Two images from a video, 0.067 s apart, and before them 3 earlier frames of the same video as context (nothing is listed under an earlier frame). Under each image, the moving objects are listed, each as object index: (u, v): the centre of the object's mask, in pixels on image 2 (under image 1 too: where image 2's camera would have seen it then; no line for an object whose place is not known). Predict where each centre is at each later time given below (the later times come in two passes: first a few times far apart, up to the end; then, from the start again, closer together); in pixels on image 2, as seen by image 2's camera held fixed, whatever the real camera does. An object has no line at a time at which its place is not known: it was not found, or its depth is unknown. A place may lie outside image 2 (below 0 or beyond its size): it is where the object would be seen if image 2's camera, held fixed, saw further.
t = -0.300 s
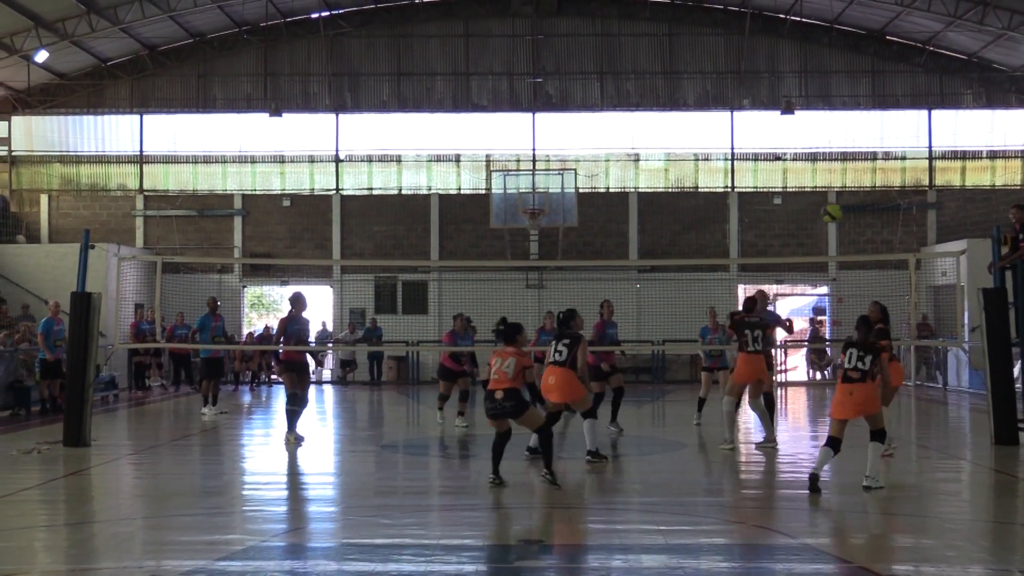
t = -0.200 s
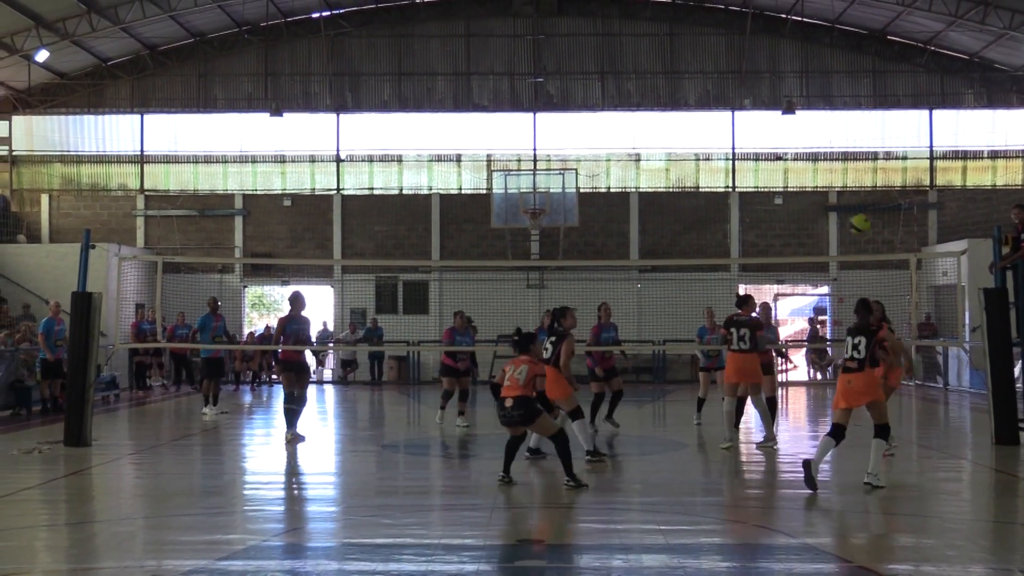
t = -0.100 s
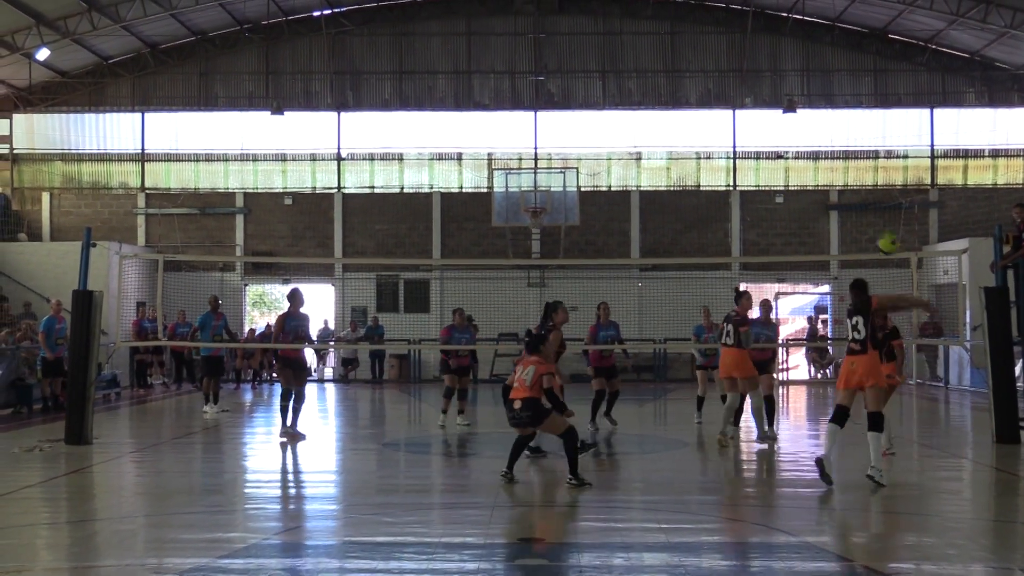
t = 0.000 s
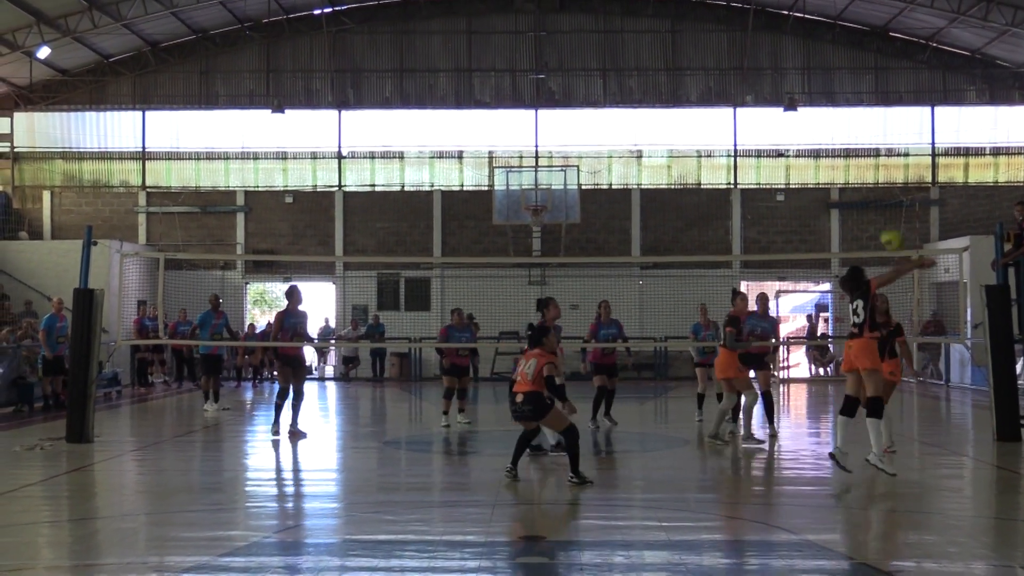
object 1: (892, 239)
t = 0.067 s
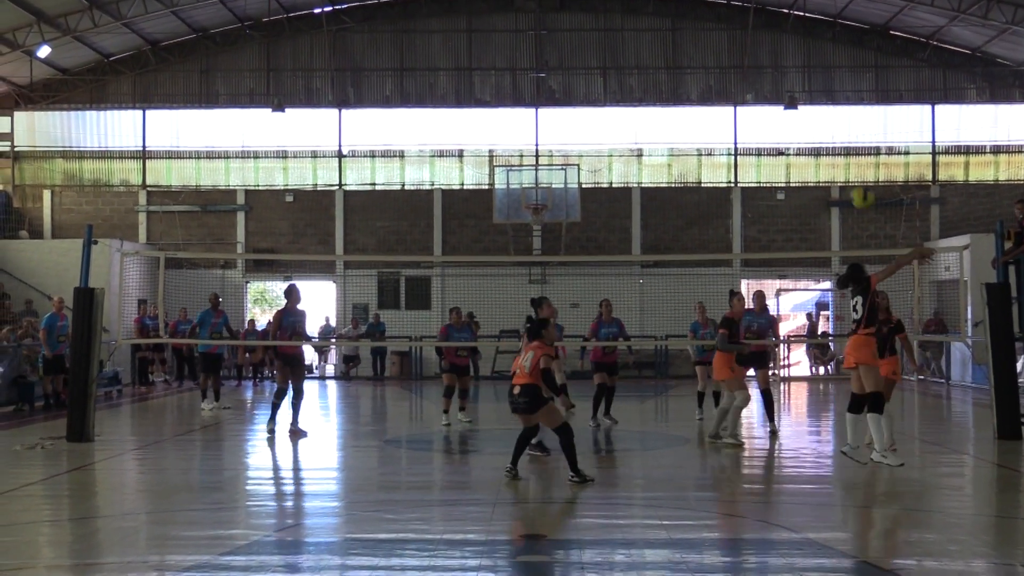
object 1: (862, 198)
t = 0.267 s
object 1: (773, 102)
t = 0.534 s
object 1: (663, 48)
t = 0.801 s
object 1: (560, 64)
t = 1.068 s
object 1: (470, 148)
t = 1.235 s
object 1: (417, 230)
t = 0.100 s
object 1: (847, 178)
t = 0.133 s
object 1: (832, 160)
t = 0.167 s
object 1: (817, 144)
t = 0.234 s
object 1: (788, 114)
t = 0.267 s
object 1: (773, 102)
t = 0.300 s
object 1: (758, 92)
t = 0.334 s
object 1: (746, 82)
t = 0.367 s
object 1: (730, 75)
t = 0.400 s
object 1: (716, 66)
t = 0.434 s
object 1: (704, 61)
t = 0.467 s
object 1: (689, 55)
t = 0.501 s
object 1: (676, 51)
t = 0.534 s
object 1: (663, 48)
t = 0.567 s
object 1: (649, 46)
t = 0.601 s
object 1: (637, 45)
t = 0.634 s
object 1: (623, 45)
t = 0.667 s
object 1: (611, 47)
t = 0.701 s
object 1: (599, 51)
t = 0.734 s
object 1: (585, 53)
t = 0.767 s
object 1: (573, 58)
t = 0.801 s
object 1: (560, 64)
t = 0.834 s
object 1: (549, 71)
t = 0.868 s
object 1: (539, 79)
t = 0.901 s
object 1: (525, 88)
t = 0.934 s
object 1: (515, 97)
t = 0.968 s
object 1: (504, 109)
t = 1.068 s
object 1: (470, 148)
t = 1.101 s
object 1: (460, 162)
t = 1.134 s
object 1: (450, 178)
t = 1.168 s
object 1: (437, 195)
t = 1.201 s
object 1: (428, 212)
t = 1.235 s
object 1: (417, 230)
